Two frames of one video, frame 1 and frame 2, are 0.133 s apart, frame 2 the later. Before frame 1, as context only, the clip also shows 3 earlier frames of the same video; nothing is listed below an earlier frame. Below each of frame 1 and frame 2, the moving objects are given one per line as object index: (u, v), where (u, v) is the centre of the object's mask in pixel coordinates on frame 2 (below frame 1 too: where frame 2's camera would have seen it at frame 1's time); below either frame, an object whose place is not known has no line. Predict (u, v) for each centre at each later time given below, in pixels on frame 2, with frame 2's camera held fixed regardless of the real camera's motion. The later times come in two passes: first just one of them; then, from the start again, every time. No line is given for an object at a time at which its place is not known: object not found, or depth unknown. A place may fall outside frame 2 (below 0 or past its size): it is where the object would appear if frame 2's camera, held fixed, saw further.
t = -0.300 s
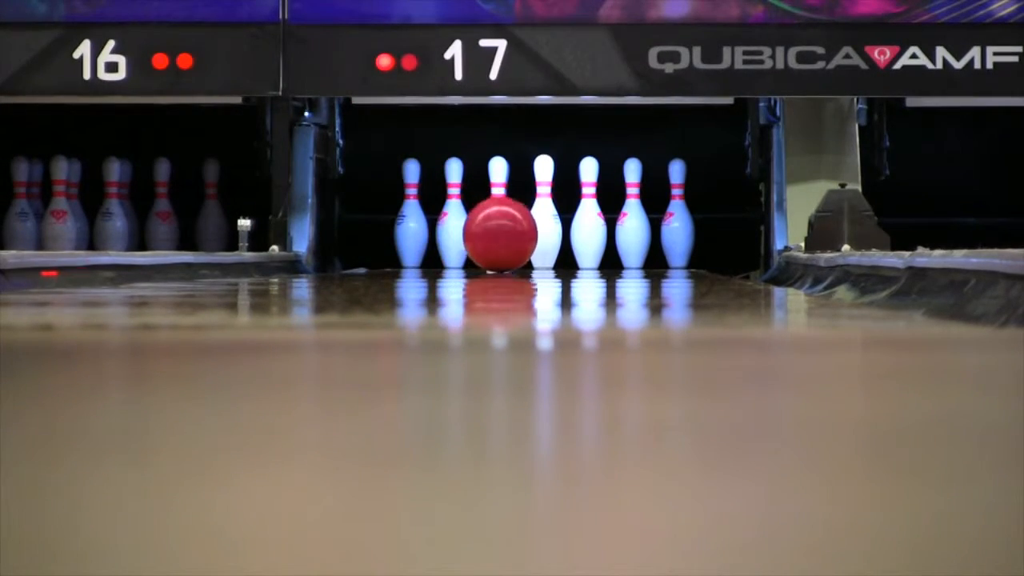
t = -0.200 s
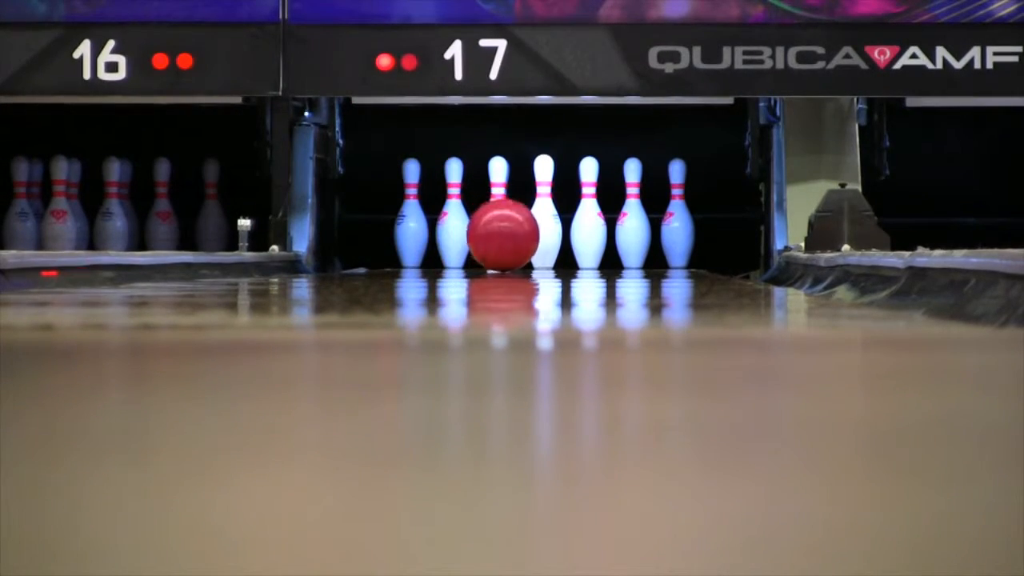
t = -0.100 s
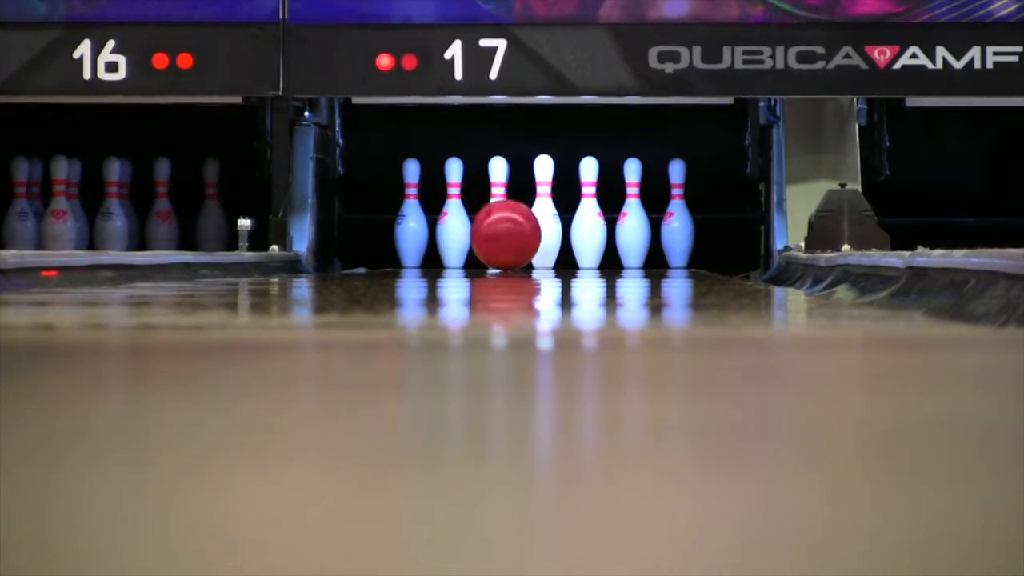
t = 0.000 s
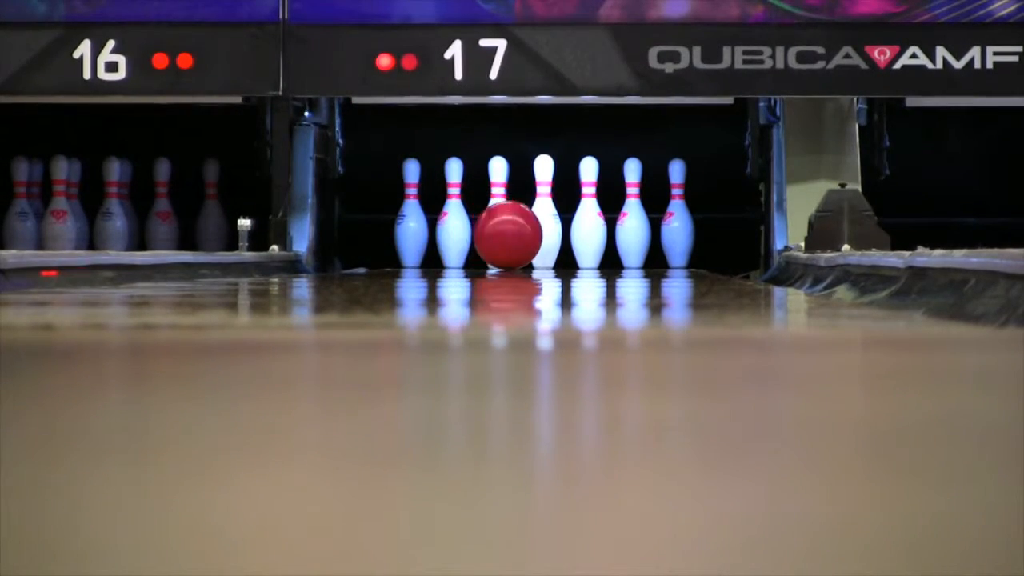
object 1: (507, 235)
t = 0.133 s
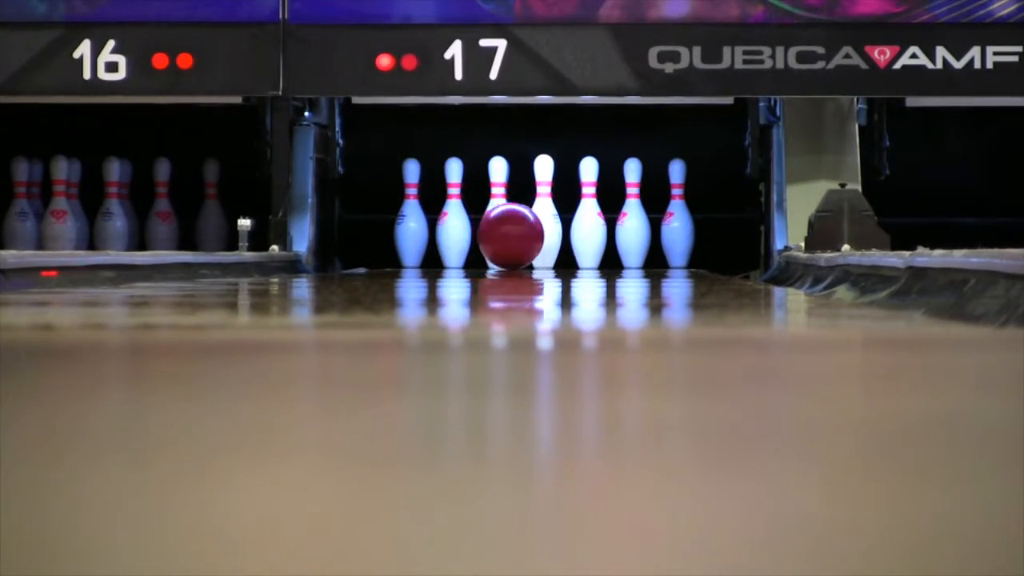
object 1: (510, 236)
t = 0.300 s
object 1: (478, 237)
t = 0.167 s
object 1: (511, 236)
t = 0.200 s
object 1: (511, 236)
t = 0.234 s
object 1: (501, 237)
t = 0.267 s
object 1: (490, 237)
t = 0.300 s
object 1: (478, 237)
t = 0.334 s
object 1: (467, 237)
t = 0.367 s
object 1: (456, 237)
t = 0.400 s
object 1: (445, 237)
